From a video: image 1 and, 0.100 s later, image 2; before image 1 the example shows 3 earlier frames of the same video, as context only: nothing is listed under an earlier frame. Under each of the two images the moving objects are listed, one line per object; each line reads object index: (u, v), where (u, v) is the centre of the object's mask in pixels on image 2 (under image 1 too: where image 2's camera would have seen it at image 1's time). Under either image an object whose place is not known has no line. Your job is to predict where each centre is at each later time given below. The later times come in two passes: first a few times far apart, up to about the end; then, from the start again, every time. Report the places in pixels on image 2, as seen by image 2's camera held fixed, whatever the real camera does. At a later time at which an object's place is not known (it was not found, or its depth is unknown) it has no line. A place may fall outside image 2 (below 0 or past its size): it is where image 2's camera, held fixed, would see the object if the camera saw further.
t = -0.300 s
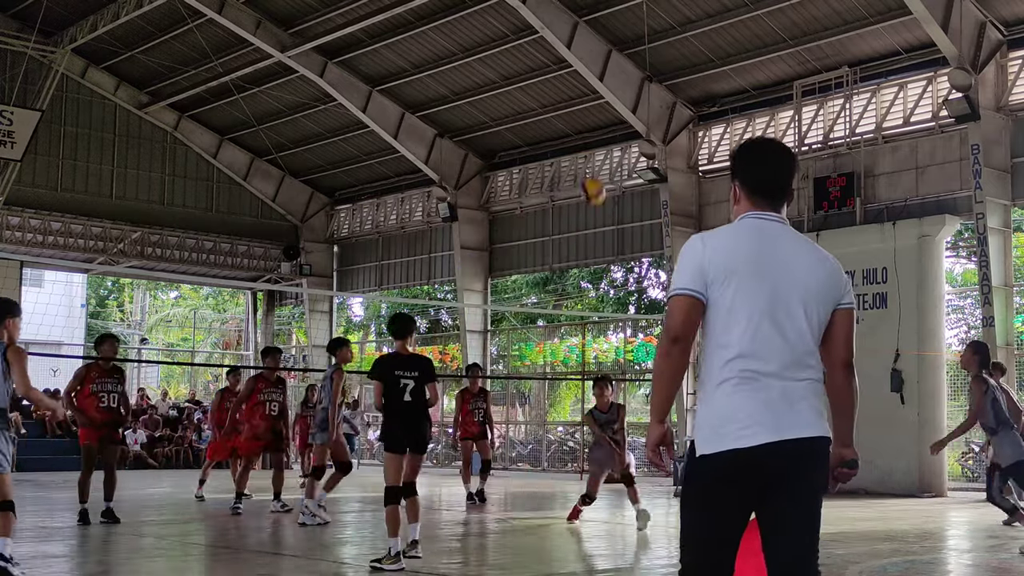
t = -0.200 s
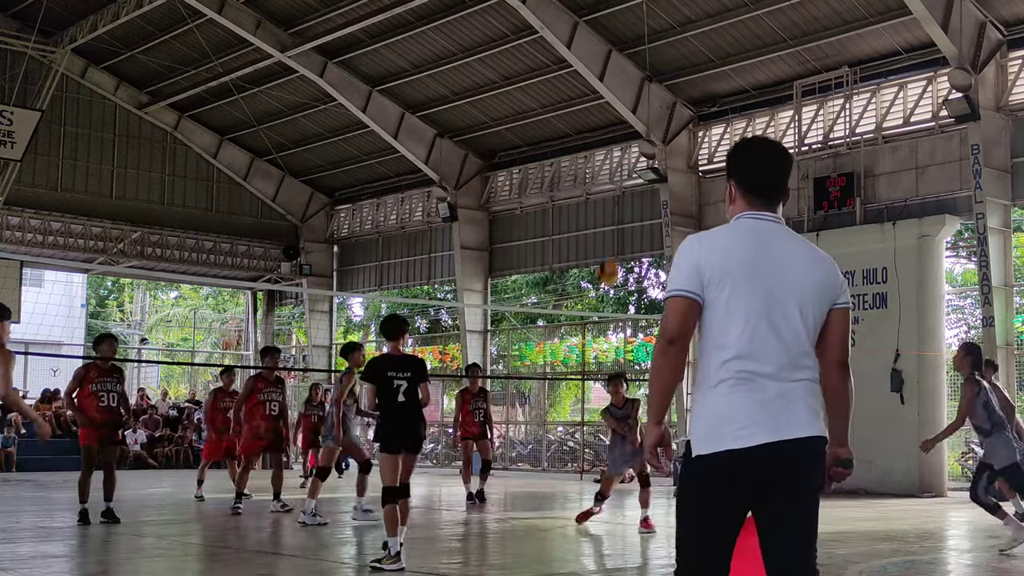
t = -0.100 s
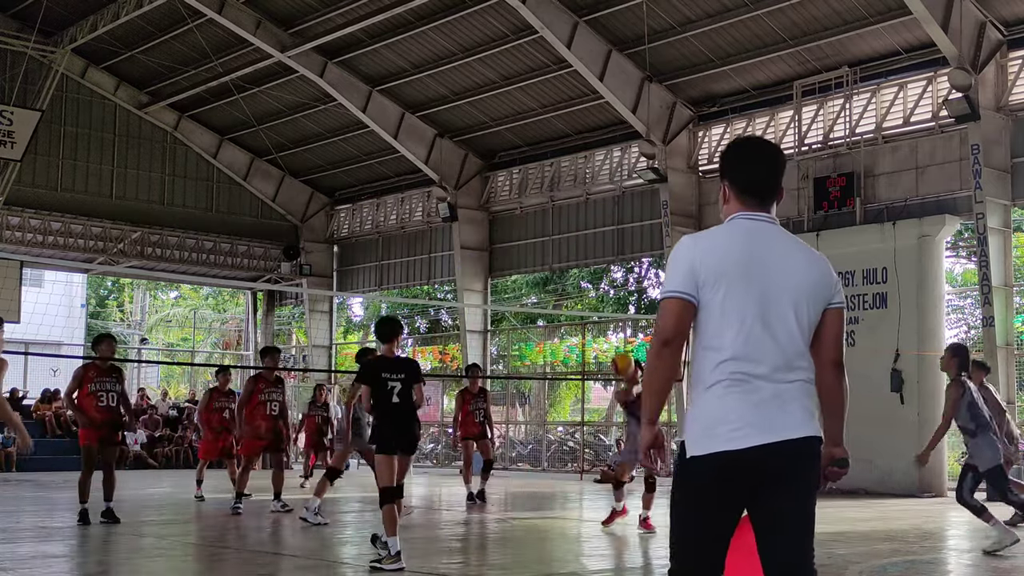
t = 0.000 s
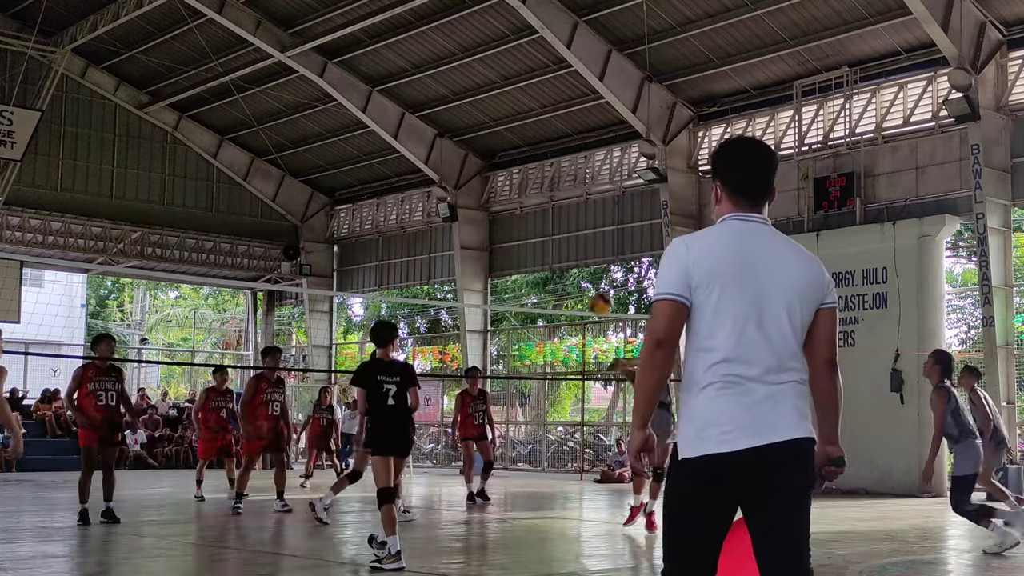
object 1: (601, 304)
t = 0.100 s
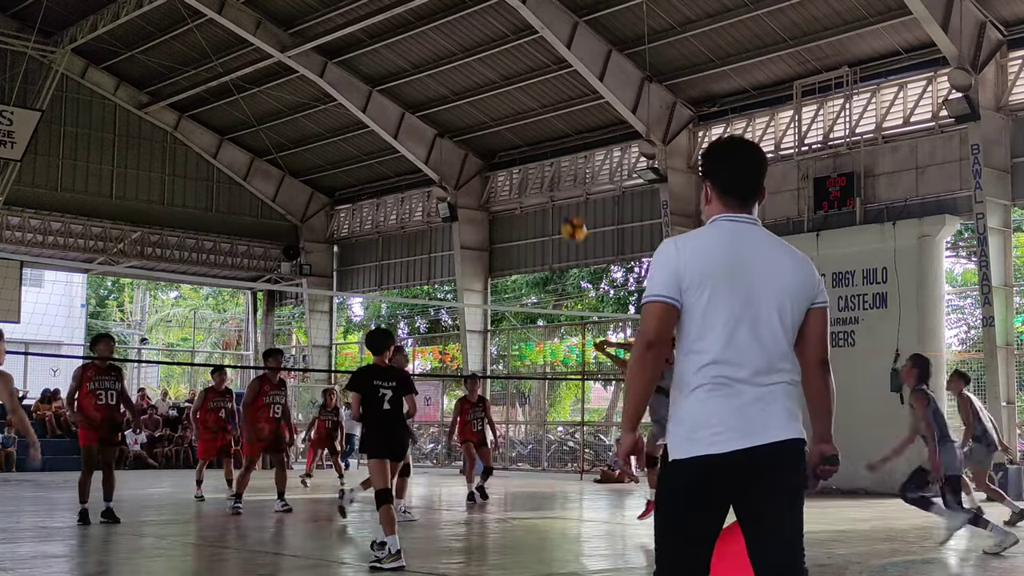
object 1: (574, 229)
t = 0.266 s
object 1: (527, 127)
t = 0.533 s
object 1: (451, 28)
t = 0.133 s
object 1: (564, 206)
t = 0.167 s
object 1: (556, 186)
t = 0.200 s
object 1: (547, 165)
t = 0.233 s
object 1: (537, 146)
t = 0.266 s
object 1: (527, 127)
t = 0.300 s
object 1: (518, 111)
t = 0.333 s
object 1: (509, 96)
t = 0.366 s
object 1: (499, 81)
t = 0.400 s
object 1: (489, 69)
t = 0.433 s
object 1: (480, 56)
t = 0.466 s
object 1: (470, 45)
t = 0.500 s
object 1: (461, 37)
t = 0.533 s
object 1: (451, 28)
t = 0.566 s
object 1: (441, 22)
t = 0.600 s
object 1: (431, 15)
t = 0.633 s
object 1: (421, 11)
